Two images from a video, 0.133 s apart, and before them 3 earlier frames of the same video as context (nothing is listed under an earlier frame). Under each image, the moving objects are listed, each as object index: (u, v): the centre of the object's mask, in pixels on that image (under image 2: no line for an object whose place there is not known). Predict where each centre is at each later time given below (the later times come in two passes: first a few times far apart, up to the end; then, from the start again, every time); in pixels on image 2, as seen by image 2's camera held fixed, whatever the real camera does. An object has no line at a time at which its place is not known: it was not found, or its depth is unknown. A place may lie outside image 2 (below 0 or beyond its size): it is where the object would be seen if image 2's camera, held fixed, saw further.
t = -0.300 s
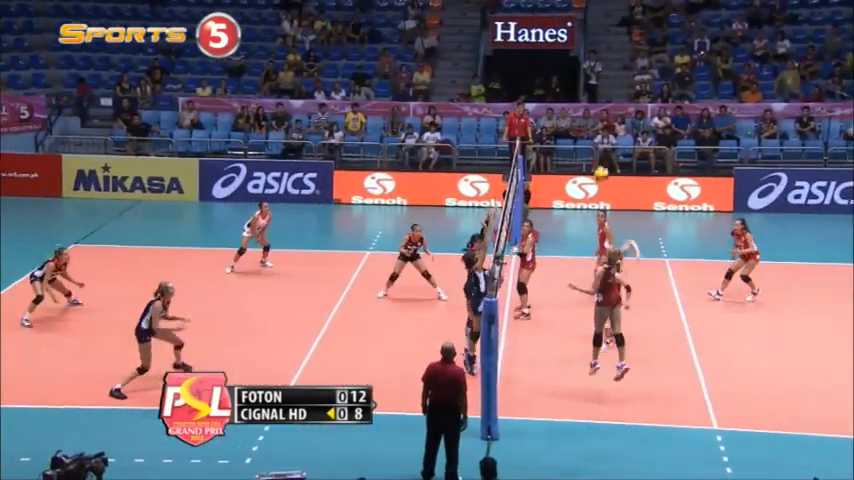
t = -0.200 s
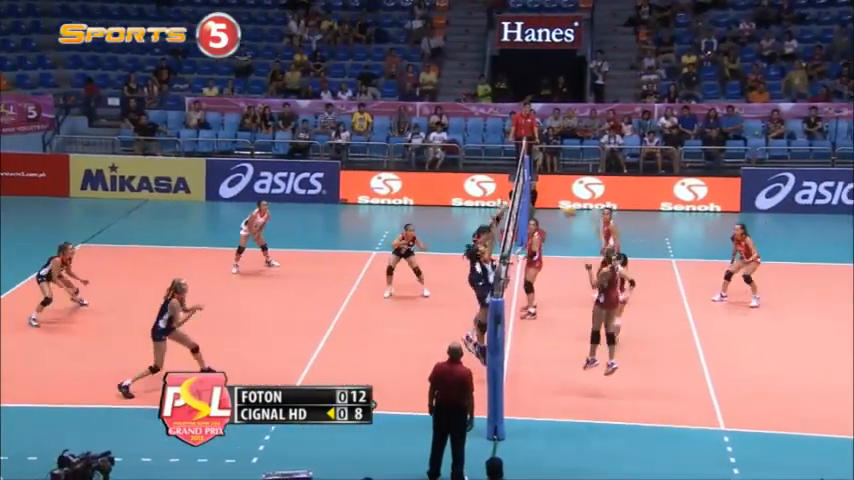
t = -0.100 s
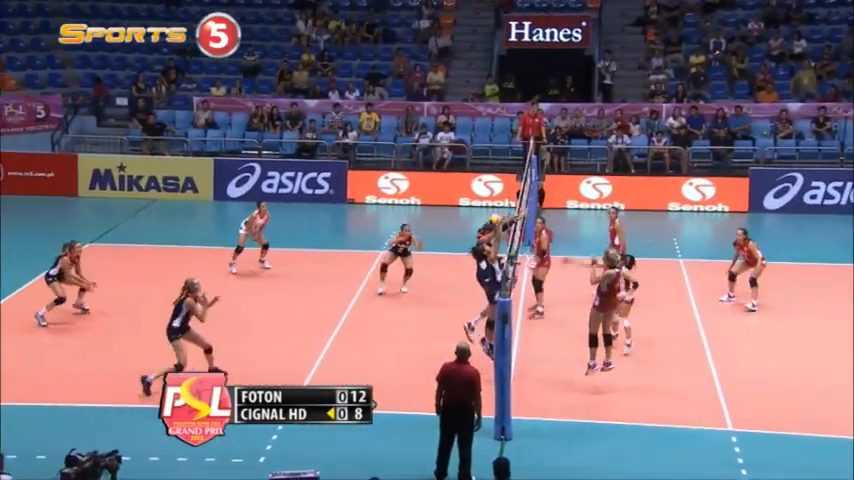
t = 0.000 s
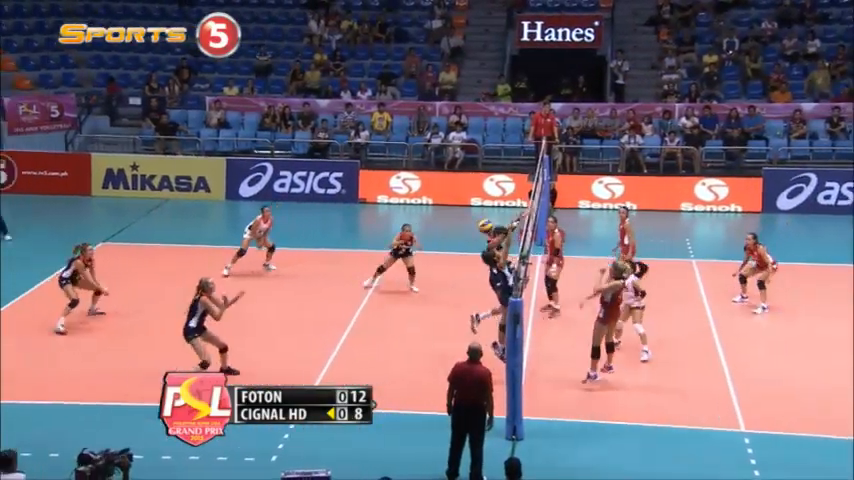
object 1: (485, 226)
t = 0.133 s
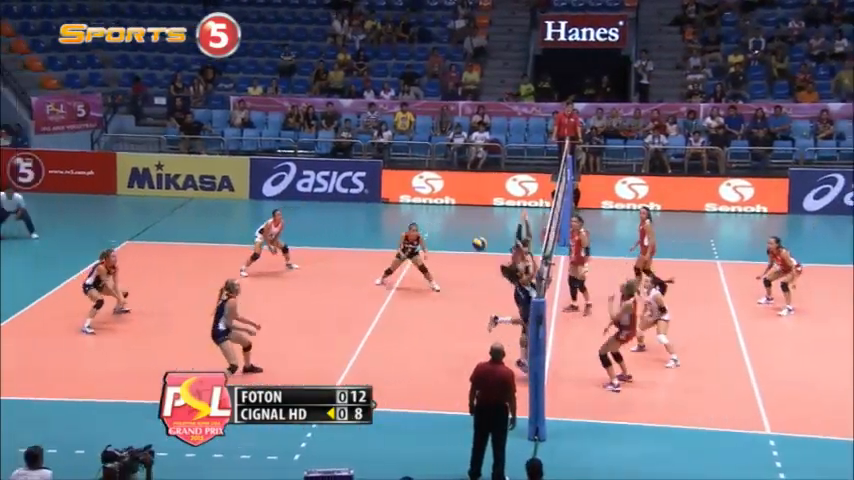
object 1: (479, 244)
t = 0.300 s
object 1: (444, 281)
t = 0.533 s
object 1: (395, 363)
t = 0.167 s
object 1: (472, 250)
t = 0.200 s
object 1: (465, 257)
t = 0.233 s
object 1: (457, 264)
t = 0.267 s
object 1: (451, 273)
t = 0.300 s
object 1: (444, 281)
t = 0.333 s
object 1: (437, 290)
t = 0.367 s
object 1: (430, 300)
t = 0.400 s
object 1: (423, 311)
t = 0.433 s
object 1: (416, 323)
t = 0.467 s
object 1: (409, 335)
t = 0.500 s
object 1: (402, 348)
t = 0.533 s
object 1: (395, 363)
